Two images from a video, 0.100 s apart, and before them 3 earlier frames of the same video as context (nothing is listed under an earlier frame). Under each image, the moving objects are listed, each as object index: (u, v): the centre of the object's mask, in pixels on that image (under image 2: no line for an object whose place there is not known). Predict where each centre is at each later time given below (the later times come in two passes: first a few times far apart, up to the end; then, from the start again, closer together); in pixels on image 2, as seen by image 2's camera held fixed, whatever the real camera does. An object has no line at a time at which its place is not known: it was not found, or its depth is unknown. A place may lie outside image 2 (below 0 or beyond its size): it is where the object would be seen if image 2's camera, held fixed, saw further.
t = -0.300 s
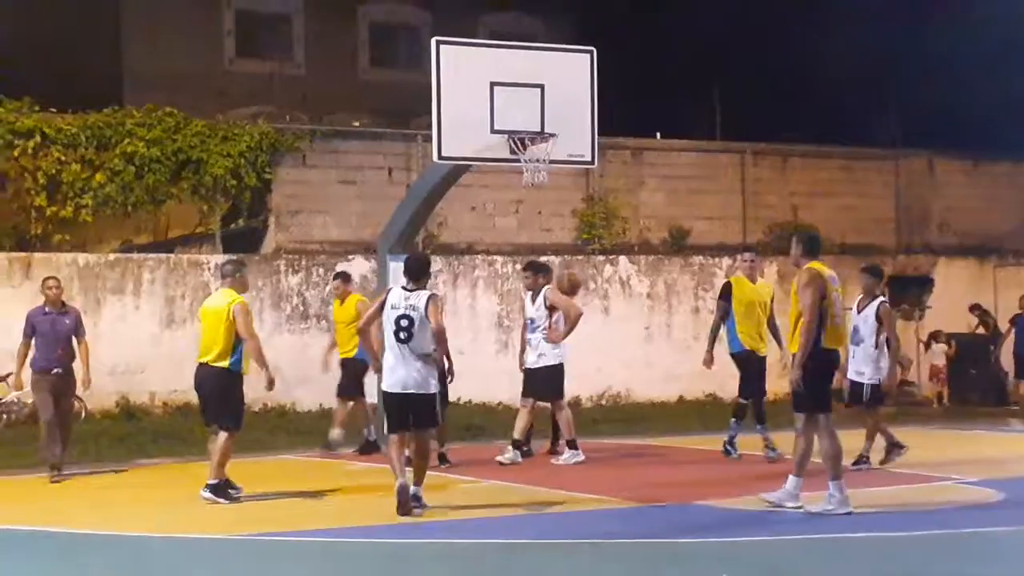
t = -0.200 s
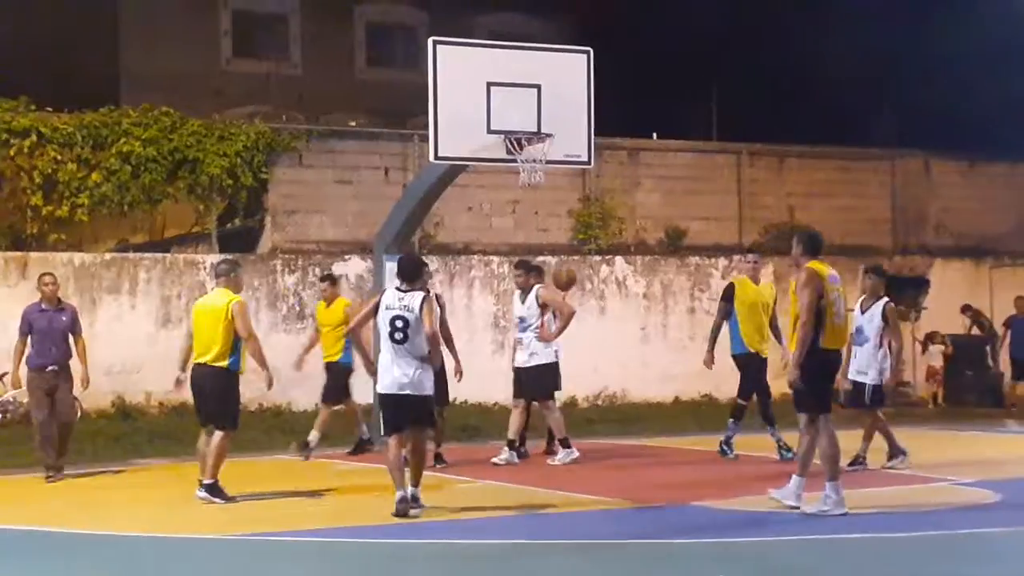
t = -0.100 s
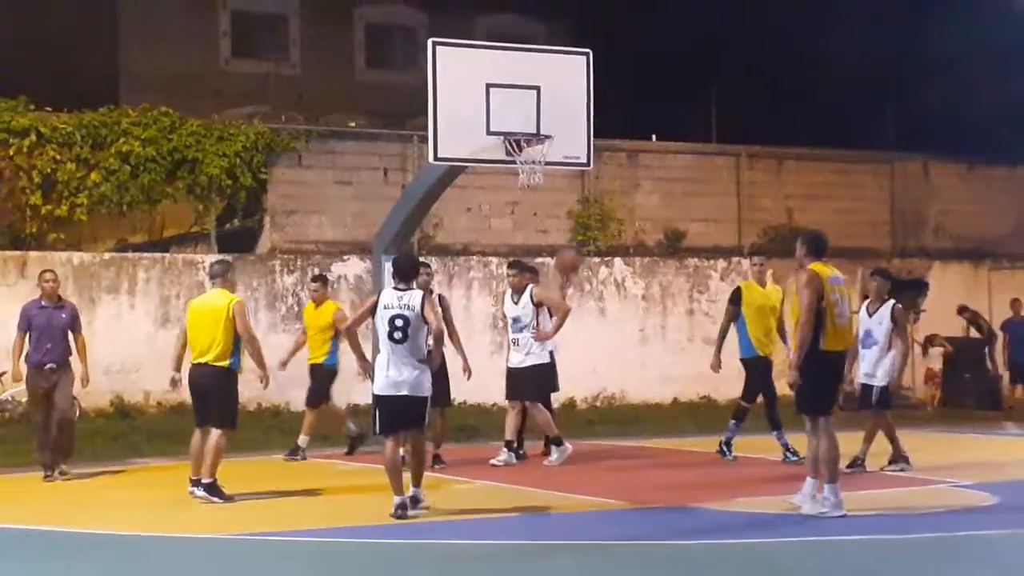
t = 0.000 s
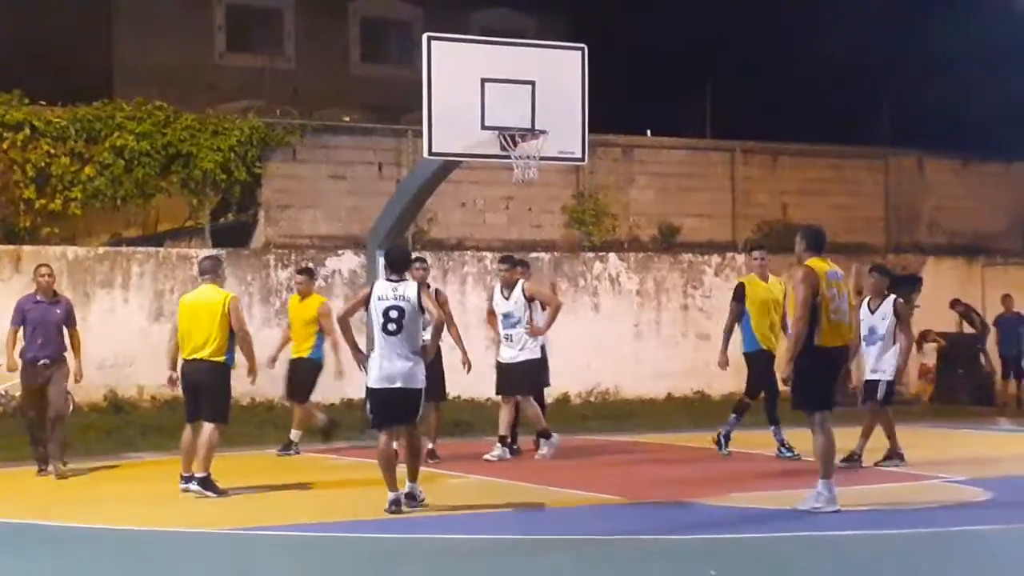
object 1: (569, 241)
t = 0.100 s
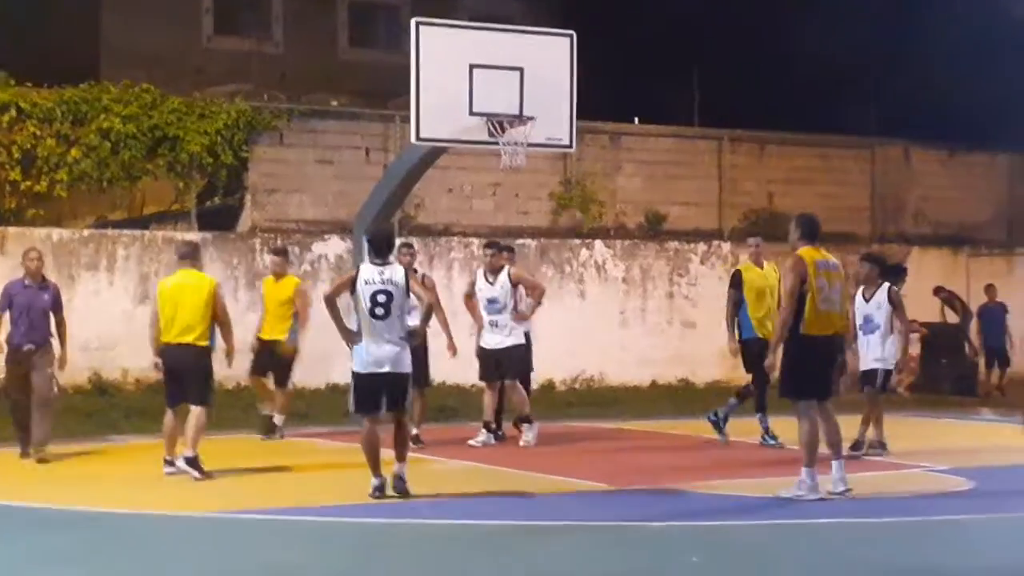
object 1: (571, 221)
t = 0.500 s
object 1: (619, 341)
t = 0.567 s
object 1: (627, 381)
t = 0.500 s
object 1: (619, 341)
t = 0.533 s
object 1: (623, 361)
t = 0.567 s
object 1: (627, 381)
